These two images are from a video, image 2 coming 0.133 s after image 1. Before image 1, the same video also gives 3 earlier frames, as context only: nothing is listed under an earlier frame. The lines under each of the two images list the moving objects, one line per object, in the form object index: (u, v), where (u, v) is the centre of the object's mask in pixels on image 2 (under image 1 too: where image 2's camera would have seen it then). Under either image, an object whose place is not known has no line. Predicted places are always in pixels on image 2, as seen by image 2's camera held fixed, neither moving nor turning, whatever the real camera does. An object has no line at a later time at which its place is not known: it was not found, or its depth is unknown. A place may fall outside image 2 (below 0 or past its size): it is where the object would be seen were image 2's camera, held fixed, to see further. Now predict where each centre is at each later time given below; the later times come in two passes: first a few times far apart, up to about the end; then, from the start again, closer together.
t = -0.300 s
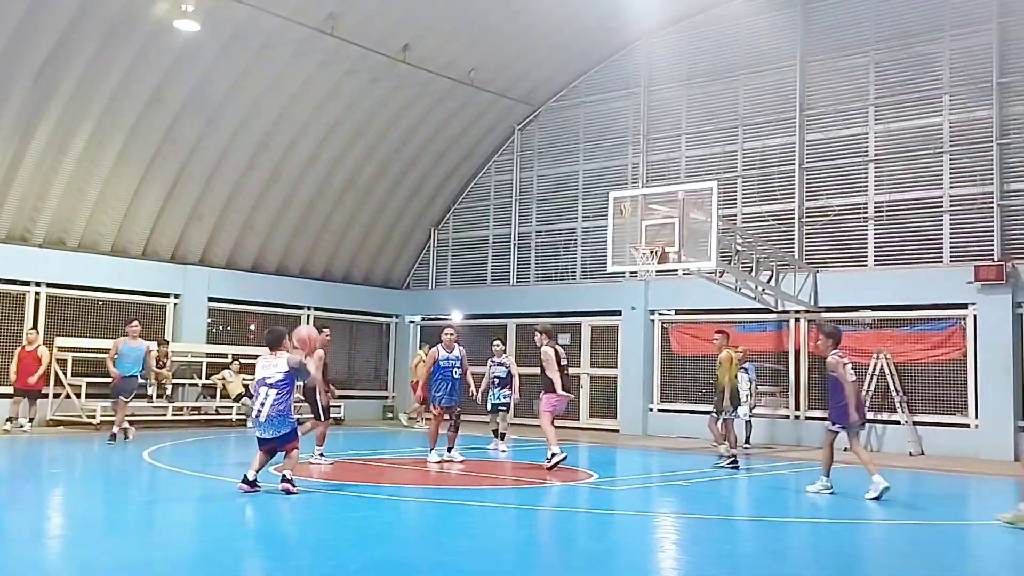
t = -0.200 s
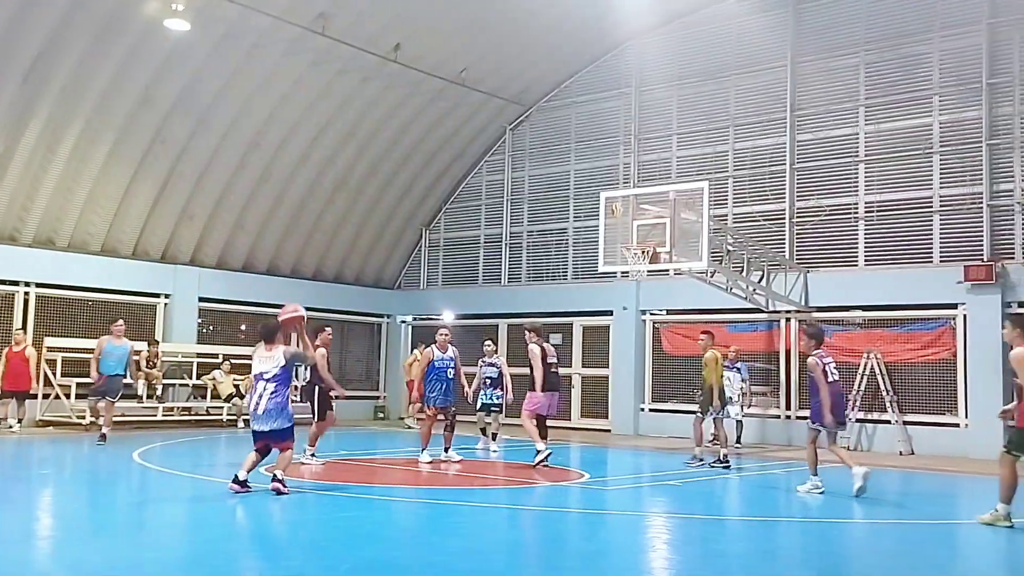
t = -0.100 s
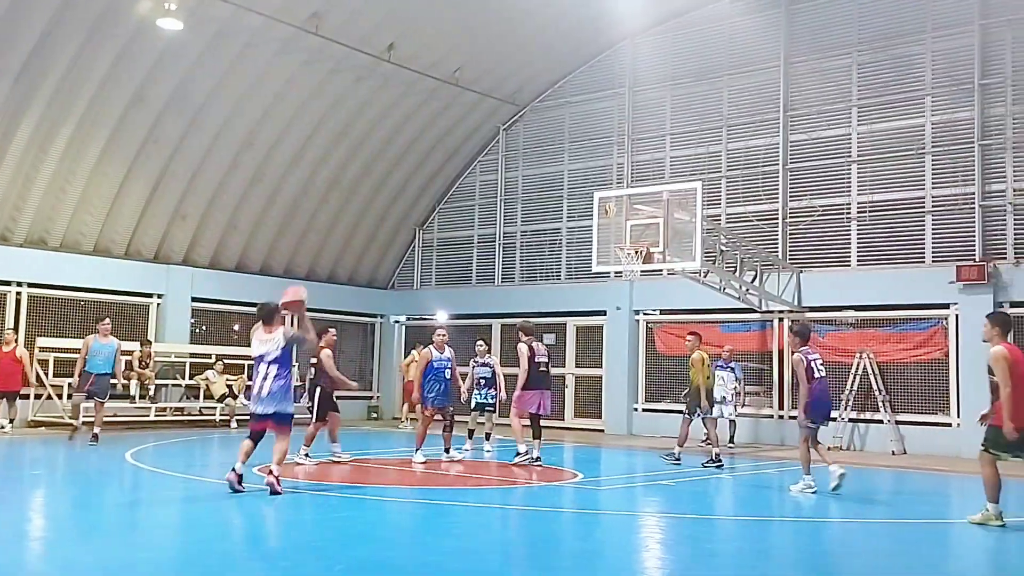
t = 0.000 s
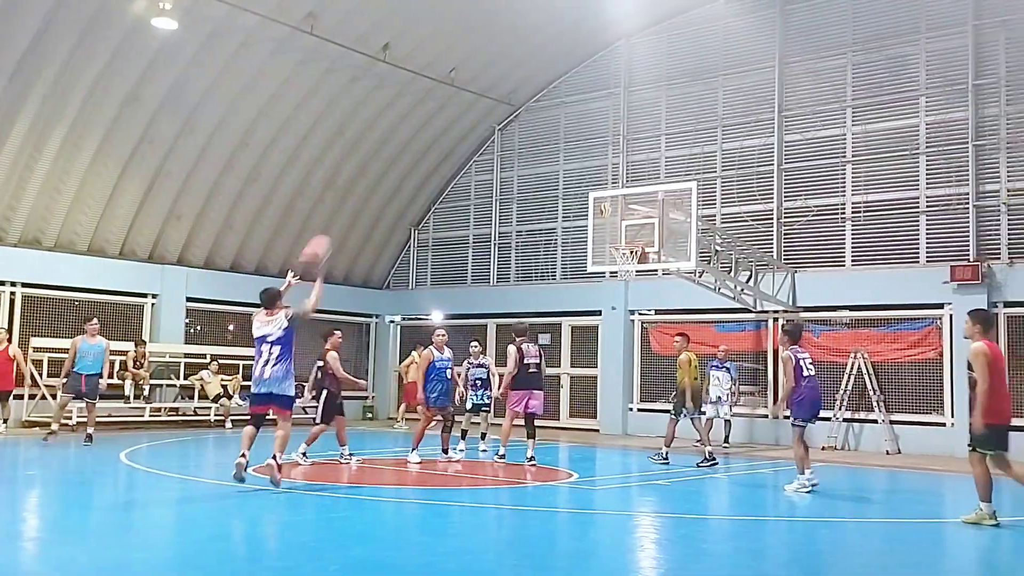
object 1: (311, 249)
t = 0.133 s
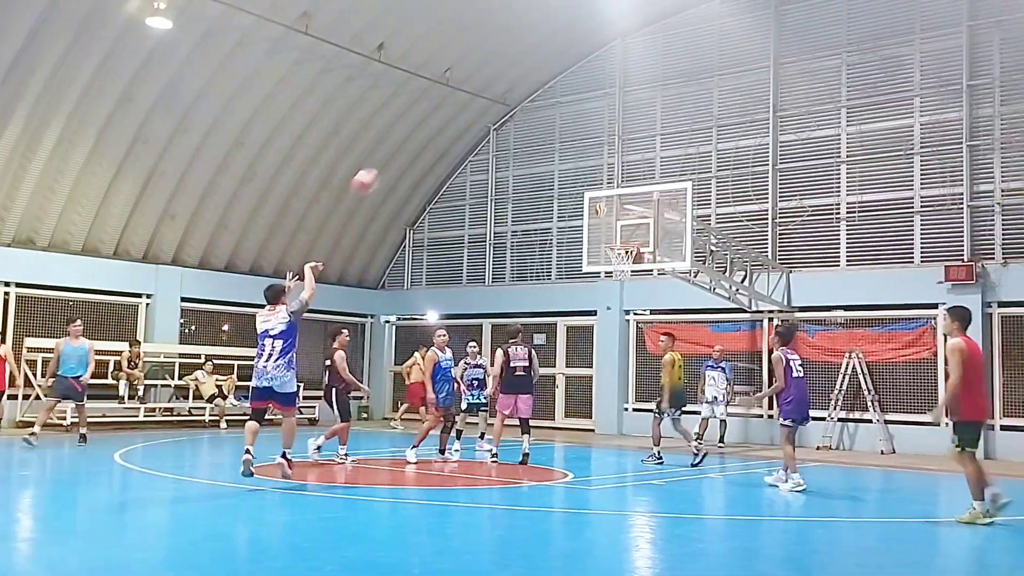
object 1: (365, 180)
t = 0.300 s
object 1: (422, 125)
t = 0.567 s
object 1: (495, 97)
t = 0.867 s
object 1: (560, 131)
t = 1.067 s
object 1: (596, 183)
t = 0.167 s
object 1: (378, 167)
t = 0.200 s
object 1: (389, 155)
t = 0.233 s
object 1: (400, 144)
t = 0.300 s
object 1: (422, 125)
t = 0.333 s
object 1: (432, 119)
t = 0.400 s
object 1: (451, 108)
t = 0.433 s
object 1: (461, 105)
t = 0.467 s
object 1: (469, 101)
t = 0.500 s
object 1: (478, 99)
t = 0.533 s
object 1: (487, 98)
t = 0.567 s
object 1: (495, 97)
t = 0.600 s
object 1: (503, 98)
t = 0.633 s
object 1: (511, 101)
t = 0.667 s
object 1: (518, 102)
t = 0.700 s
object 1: (526, 104)
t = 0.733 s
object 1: (533, 108)
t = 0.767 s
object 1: (539, 113)
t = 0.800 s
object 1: (547, 118)
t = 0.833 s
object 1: (553, 124)
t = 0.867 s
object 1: (560, 131)
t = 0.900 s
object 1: (567, 139)
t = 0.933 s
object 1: (573, 147)
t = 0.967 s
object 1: (580, 155)
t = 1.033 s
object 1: (591, 174)
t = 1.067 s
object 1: (596, 183)
